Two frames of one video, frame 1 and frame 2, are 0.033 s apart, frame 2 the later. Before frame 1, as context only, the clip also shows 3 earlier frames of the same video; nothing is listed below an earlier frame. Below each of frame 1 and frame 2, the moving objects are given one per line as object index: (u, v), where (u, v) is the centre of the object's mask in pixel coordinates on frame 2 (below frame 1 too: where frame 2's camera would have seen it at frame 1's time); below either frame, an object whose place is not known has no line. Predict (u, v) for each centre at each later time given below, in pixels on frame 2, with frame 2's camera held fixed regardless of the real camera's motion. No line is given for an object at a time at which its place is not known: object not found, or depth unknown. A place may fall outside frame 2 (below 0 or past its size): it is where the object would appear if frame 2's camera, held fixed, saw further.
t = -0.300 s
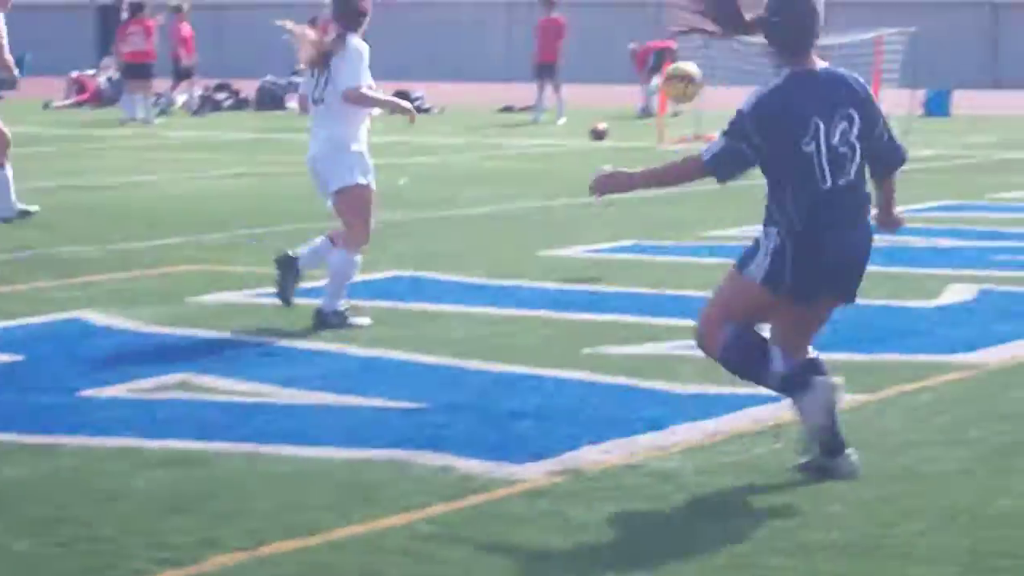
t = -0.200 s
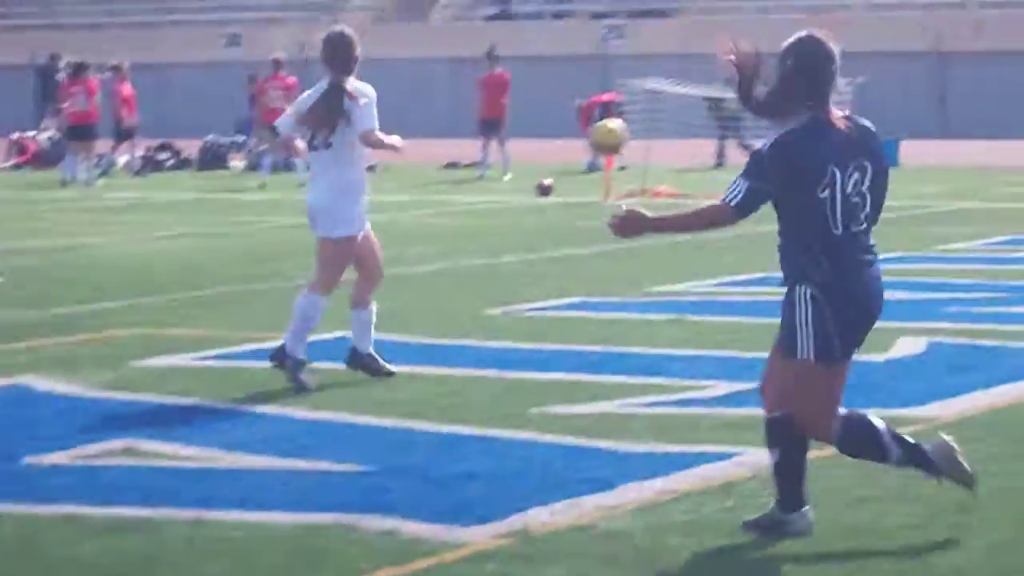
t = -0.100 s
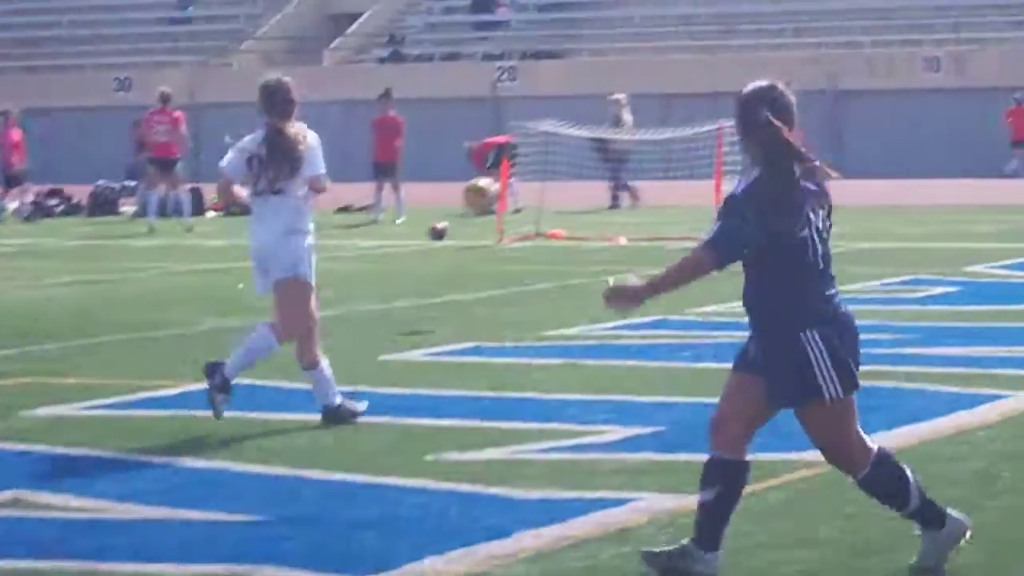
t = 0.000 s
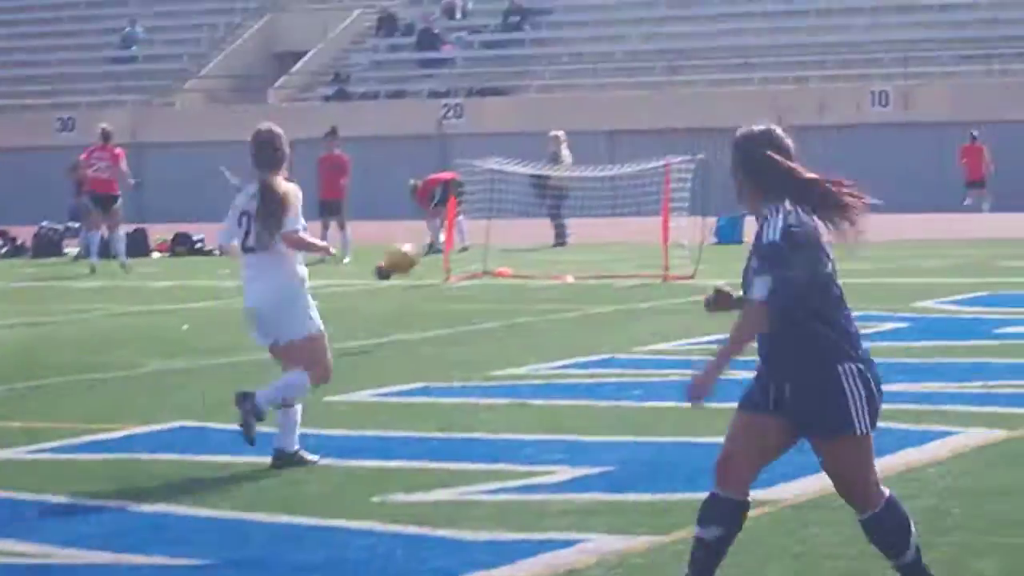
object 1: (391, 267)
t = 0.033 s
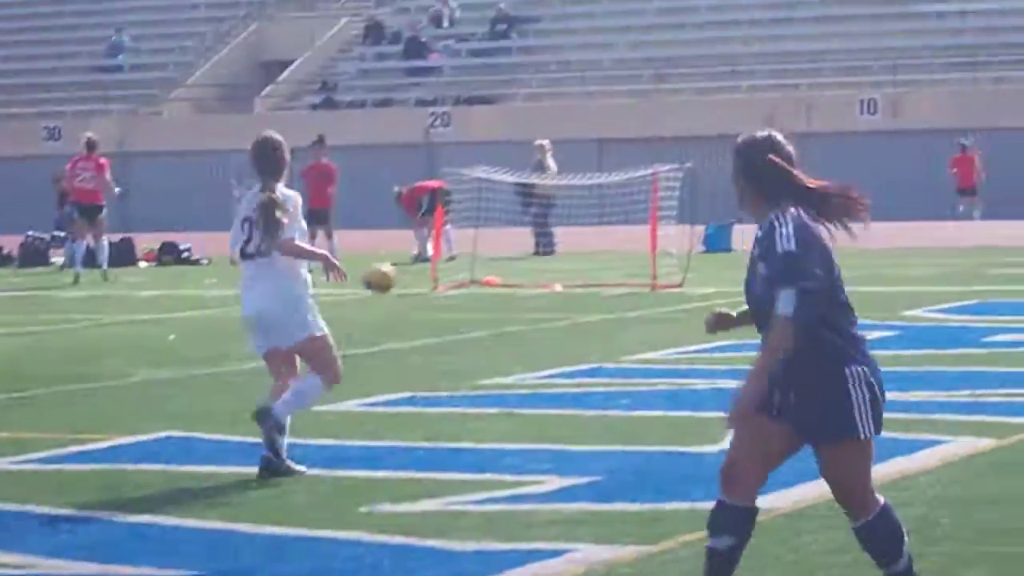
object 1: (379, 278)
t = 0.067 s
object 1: (372, 288)
